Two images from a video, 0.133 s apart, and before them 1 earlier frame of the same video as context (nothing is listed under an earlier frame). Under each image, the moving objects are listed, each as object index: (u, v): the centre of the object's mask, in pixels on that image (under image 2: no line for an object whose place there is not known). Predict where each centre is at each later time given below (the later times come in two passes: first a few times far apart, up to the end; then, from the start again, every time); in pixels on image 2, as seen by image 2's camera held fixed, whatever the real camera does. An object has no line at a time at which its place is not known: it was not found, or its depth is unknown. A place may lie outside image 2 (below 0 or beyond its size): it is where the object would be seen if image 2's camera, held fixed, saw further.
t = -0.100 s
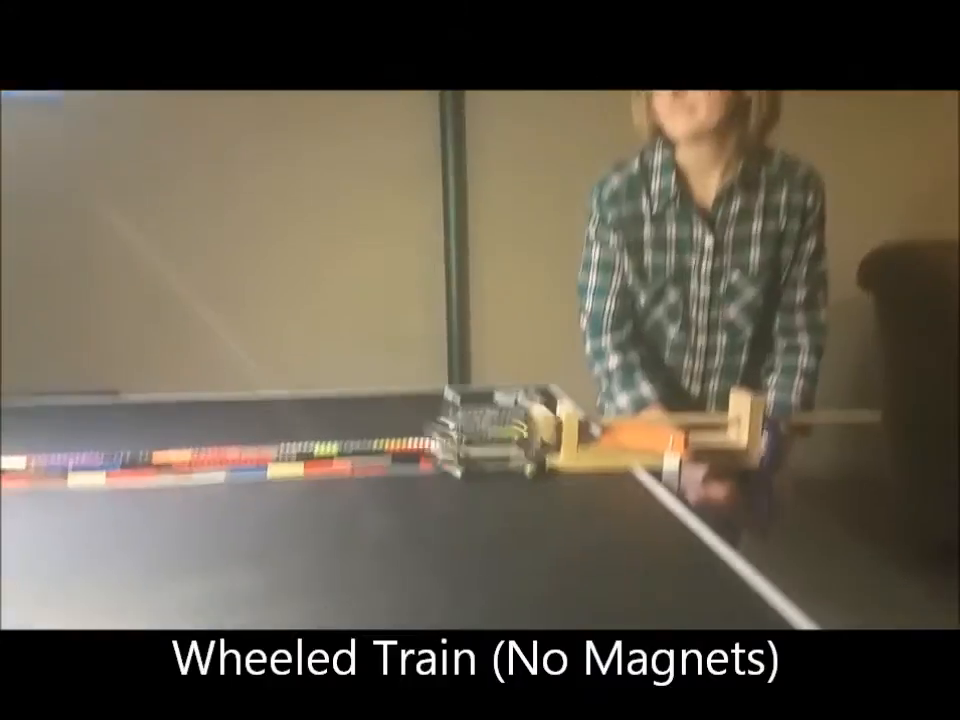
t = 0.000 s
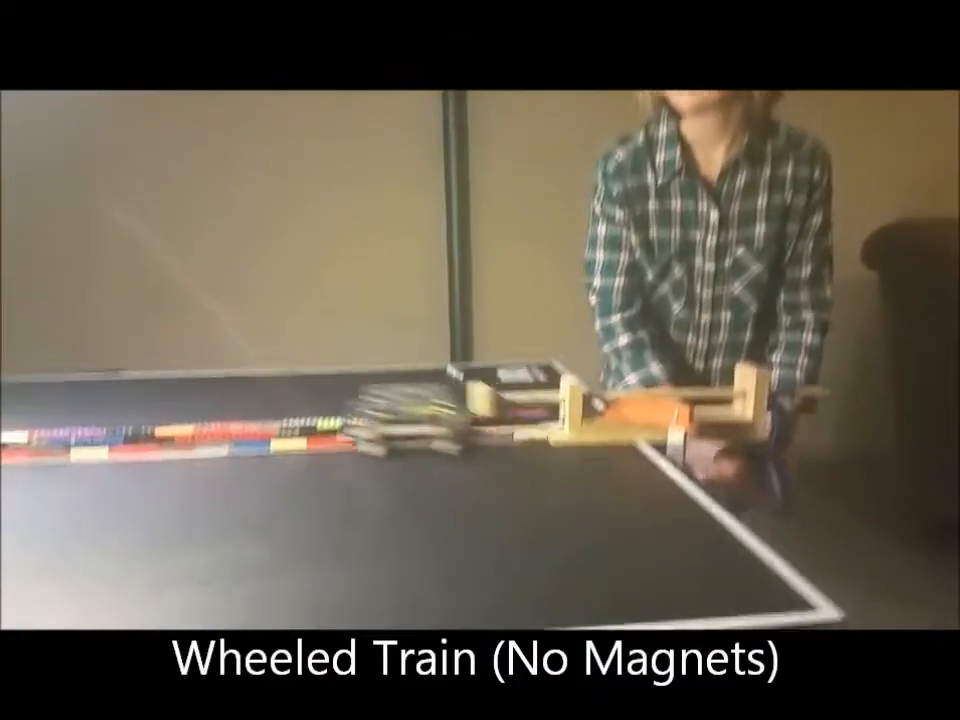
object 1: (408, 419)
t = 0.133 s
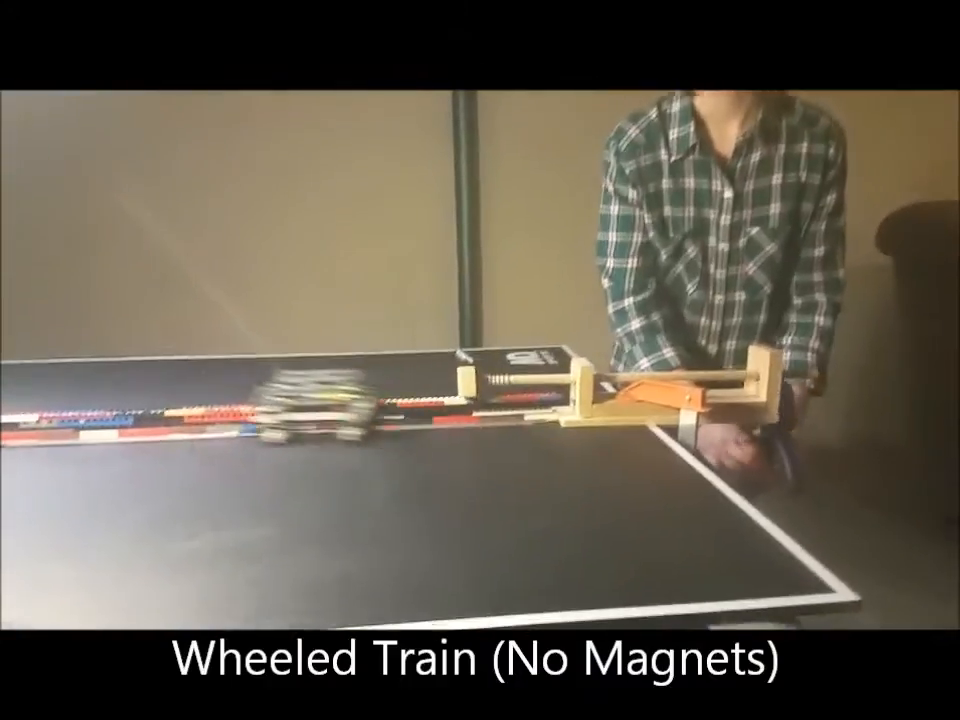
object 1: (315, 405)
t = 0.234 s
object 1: (248, 407)
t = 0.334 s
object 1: (200, 410)
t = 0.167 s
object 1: (291, 406)
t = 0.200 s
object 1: (269, 407)
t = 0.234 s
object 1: (248, 407)
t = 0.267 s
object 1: (230, 408)
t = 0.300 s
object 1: (214, 410)
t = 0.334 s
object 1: (200, 410)
